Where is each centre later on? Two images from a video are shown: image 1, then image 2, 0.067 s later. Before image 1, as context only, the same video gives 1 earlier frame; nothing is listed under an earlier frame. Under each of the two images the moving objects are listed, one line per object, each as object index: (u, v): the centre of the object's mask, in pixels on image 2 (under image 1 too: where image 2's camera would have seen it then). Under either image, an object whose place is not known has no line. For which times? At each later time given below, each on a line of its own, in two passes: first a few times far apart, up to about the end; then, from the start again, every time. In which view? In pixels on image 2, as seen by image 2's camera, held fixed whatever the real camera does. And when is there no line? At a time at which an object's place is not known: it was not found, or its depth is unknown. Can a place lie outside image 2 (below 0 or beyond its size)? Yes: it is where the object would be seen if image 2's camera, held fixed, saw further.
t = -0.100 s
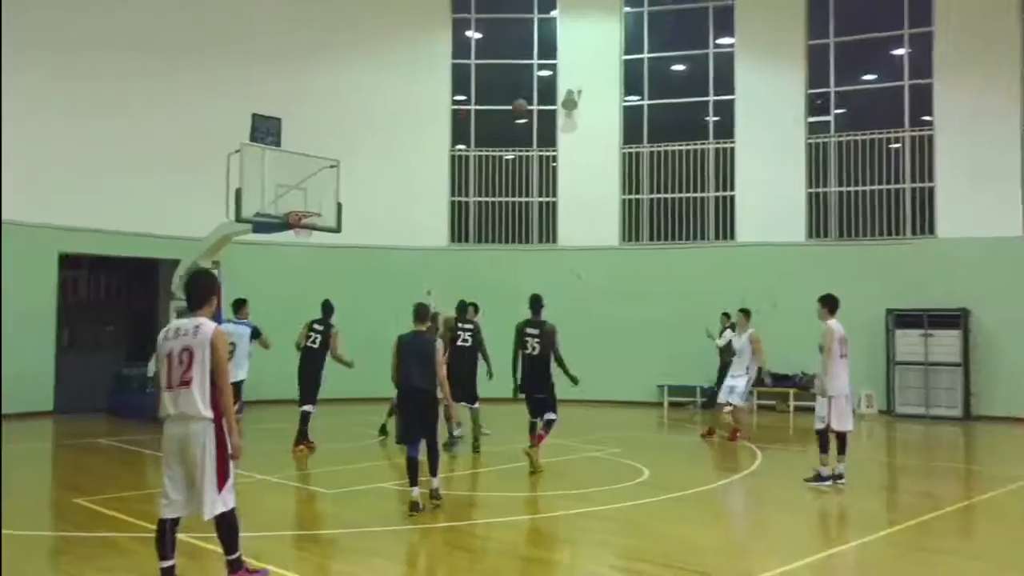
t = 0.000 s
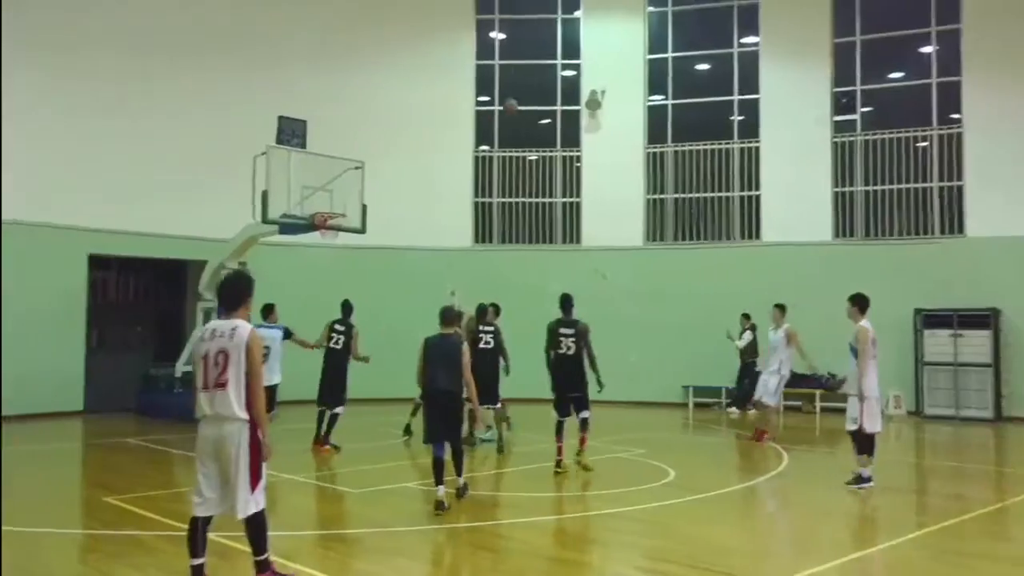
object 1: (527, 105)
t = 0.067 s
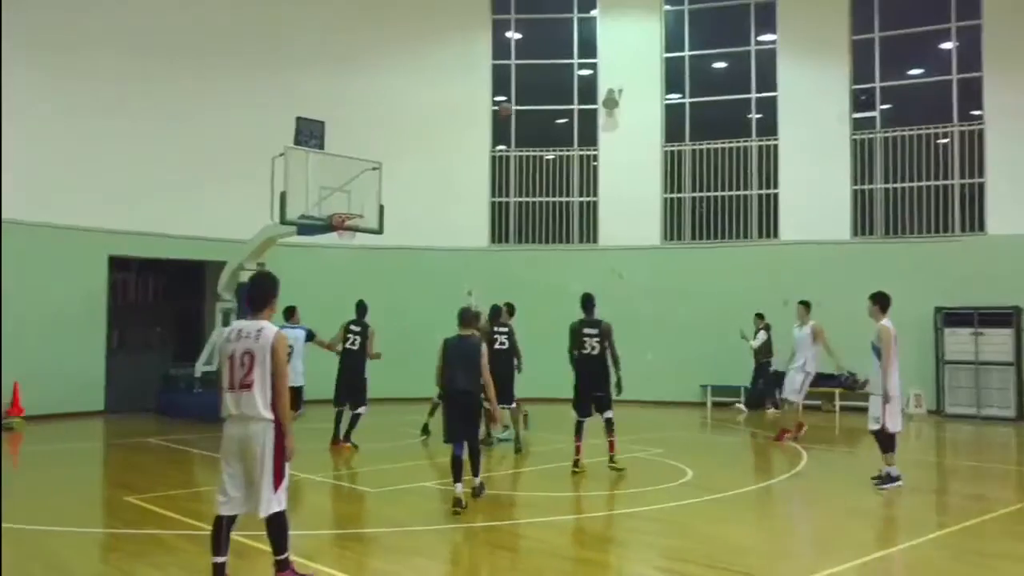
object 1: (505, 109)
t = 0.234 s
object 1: (449, 134)
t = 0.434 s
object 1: (383, 186)
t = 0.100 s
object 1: (495, 115)
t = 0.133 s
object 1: (483, 118)
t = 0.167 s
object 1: (471, 122)
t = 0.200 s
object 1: (461, 128)
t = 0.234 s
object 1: (449, 134)
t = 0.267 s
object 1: (439, 140)
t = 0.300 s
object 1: (428, 148)
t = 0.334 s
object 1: (416, 156)
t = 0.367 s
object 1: (405, 165)
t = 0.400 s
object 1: (394, 174)
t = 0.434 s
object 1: (383, 186)
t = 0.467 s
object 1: (373, 196)
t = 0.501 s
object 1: (361, 209)
